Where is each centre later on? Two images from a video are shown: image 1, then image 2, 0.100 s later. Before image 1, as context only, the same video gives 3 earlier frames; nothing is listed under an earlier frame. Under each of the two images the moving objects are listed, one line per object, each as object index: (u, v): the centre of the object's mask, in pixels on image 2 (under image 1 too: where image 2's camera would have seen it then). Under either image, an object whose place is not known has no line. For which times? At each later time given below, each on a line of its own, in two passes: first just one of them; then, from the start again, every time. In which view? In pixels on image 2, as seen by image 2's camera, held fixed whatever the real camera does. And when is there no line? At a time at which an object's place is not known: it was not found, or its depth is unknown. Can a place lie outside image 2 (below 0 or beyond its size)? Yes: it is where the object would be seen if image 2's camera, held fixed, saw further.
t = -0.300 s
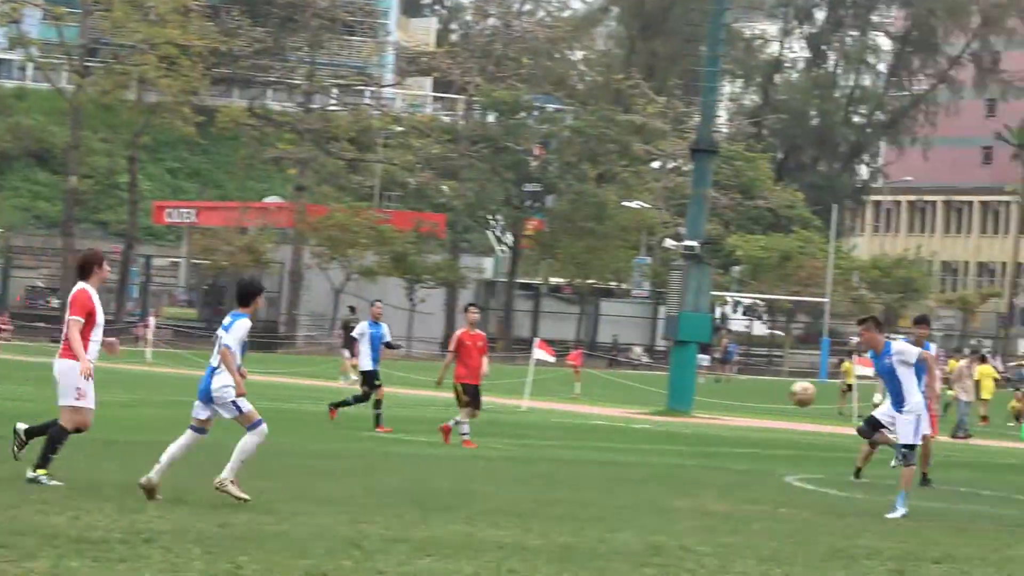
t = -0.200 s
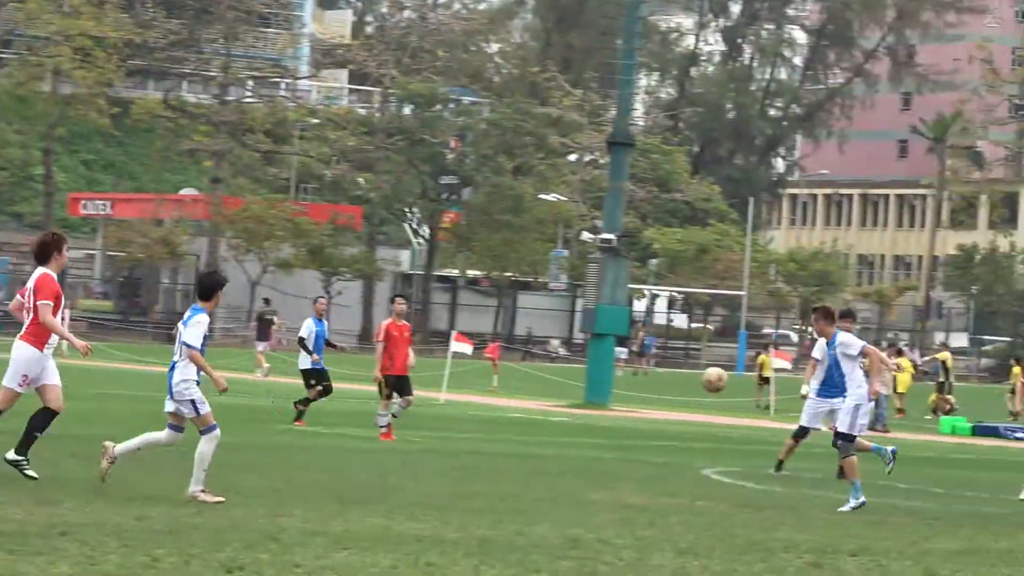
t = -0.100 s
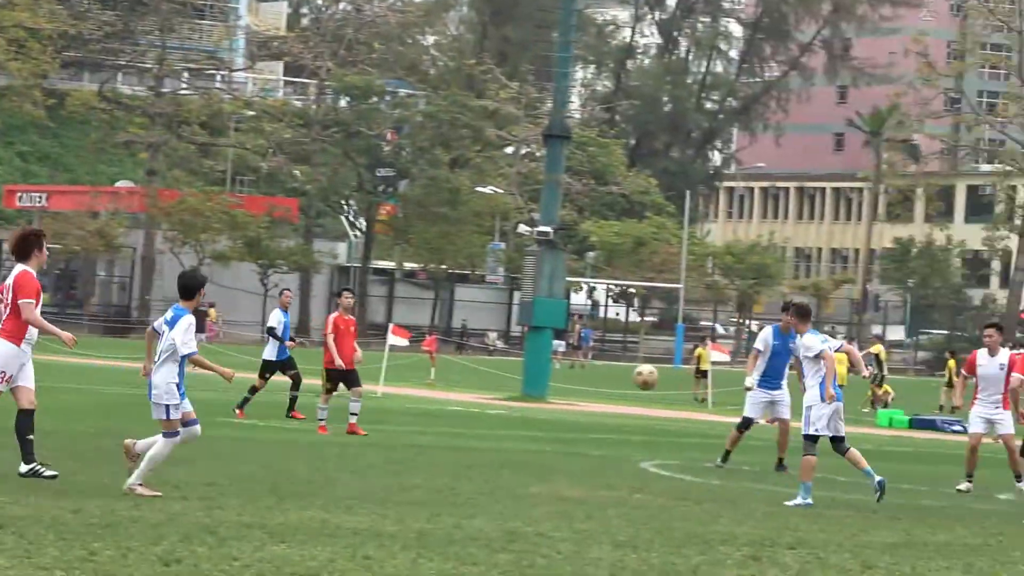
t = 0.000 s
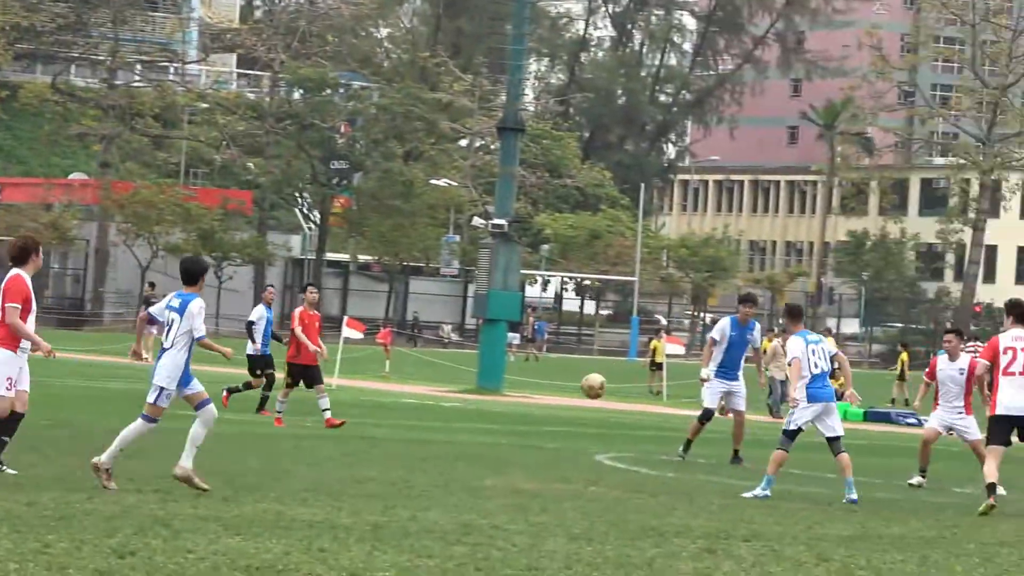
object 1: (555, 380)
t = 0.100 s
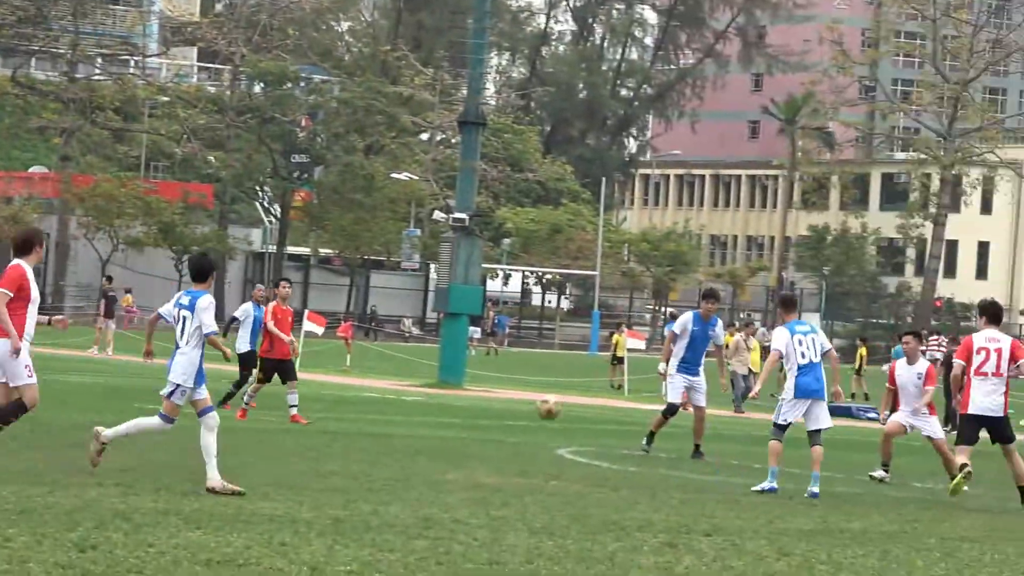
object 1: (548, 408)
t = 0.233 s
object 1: (540, 453)
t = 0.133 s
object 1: (547, 414)
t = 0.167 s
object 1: (544, 428)
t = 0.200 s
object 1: (541, 444)
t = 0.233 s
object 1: (540, 453)
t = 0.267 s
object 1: (536, 456)
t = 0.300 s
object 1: (533, 443)
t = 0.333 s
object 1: (531, 437)
